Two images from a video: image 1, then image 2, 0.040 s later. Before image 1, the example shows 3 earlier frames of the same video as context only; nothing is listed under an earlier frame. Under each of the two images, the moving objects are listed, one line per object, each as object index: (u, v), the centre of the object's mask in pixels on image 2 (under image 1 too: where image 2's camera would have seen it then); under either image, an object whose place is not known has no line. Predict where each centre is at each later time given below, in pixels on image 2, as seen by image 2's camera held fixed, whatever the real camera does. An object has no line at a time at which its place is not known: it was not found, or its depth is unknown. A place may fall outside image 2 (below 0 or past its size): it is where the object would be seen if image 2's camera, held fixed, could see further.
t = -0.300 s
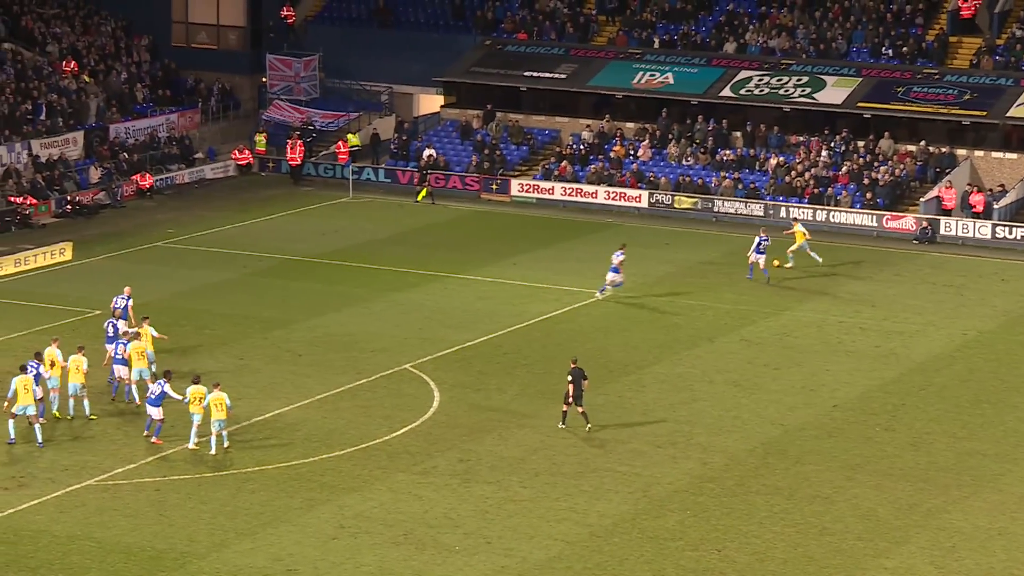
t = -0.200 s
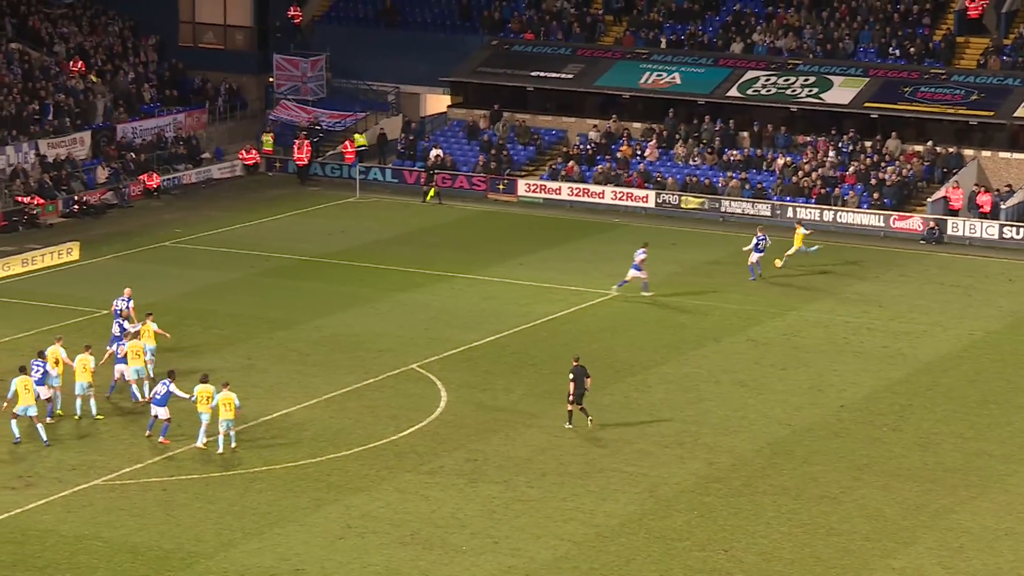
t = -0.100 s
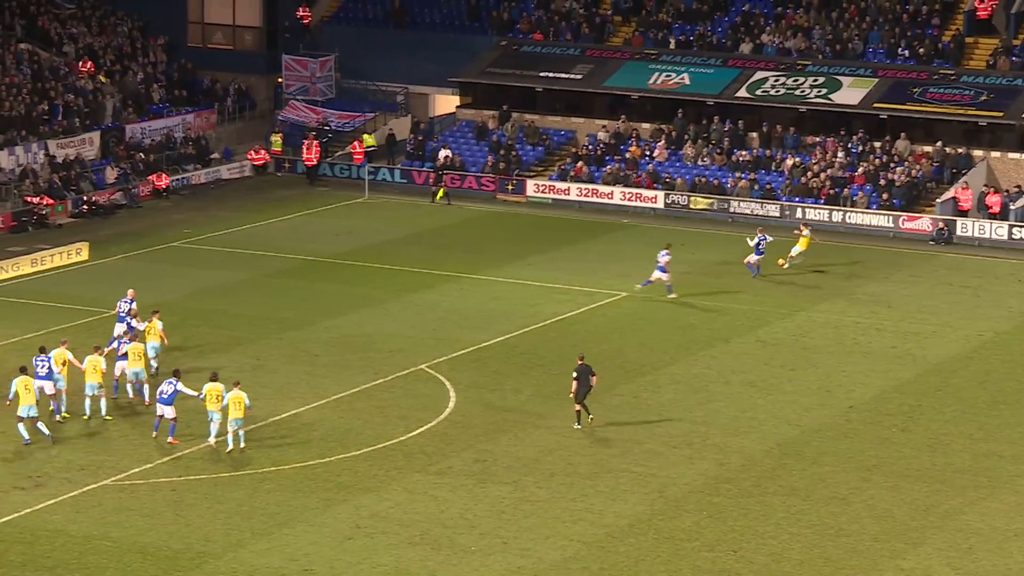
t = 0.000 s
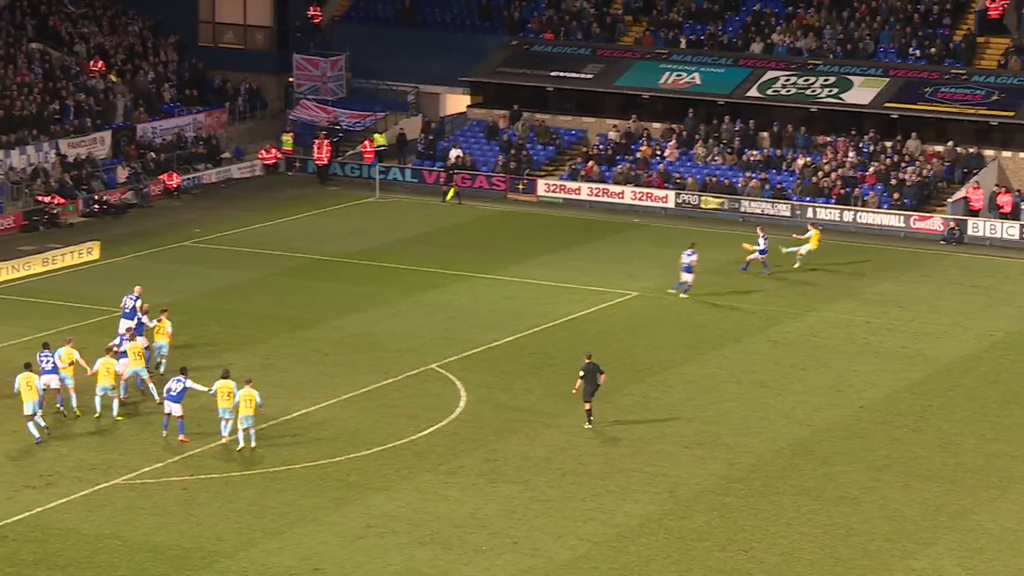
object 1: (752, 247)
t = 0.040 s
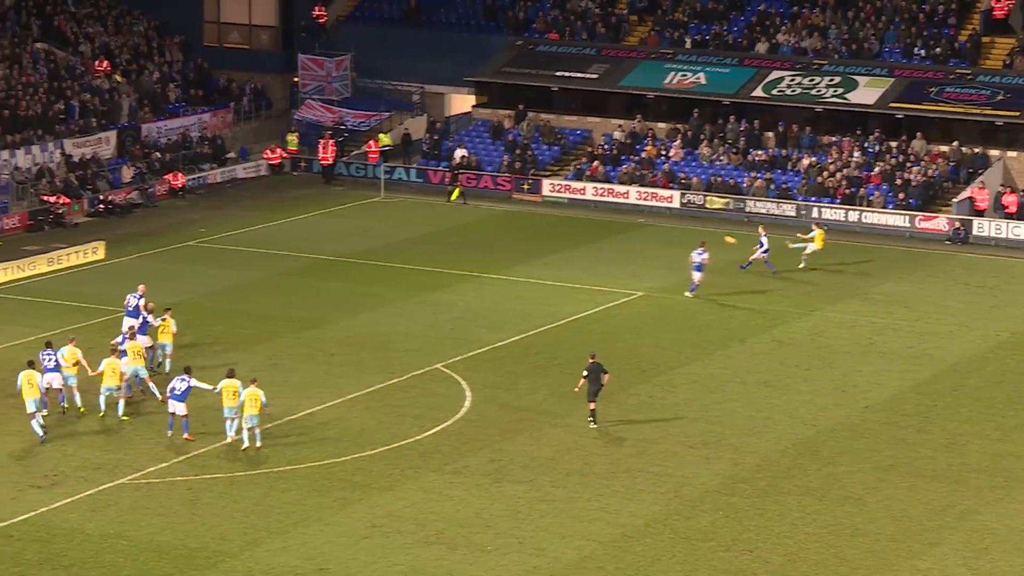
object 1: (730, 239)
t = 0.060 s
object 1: (719, 237)
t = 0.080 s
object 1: (708, 234)
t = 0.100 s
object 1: (698, 231)
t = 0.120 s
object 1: (689, 228)
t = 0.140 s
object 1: (679, 226)
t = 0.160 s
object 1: (669, 224)
